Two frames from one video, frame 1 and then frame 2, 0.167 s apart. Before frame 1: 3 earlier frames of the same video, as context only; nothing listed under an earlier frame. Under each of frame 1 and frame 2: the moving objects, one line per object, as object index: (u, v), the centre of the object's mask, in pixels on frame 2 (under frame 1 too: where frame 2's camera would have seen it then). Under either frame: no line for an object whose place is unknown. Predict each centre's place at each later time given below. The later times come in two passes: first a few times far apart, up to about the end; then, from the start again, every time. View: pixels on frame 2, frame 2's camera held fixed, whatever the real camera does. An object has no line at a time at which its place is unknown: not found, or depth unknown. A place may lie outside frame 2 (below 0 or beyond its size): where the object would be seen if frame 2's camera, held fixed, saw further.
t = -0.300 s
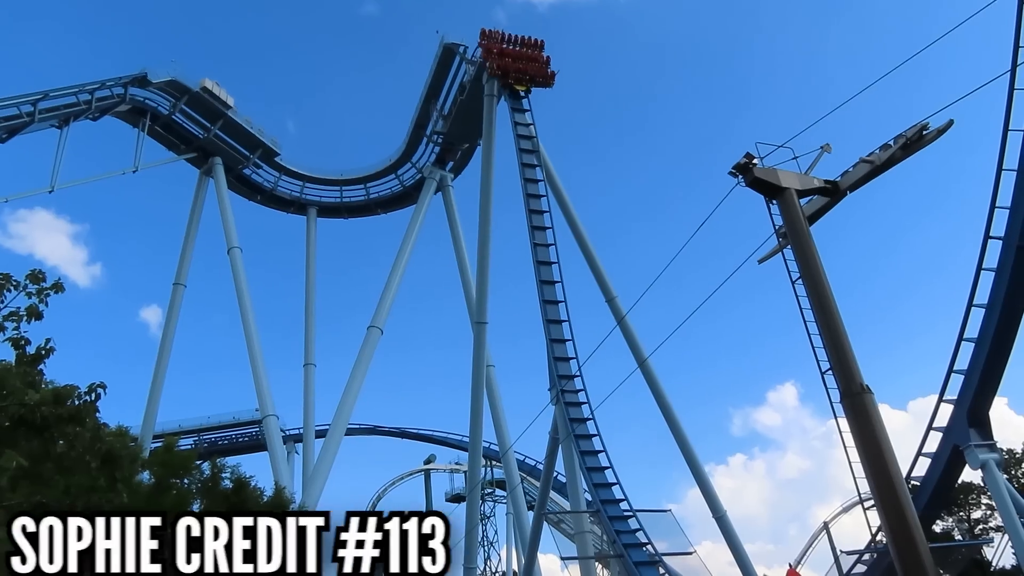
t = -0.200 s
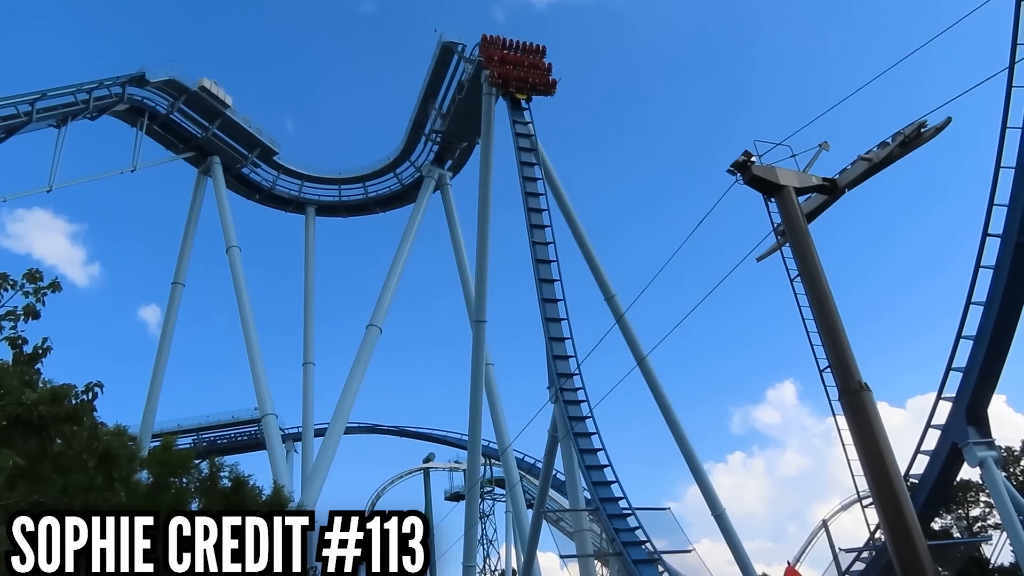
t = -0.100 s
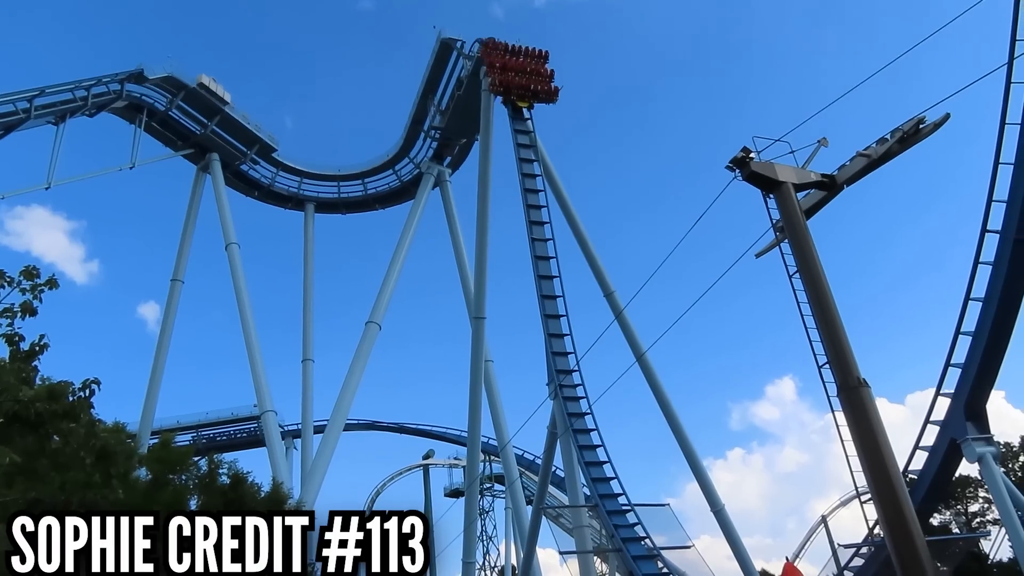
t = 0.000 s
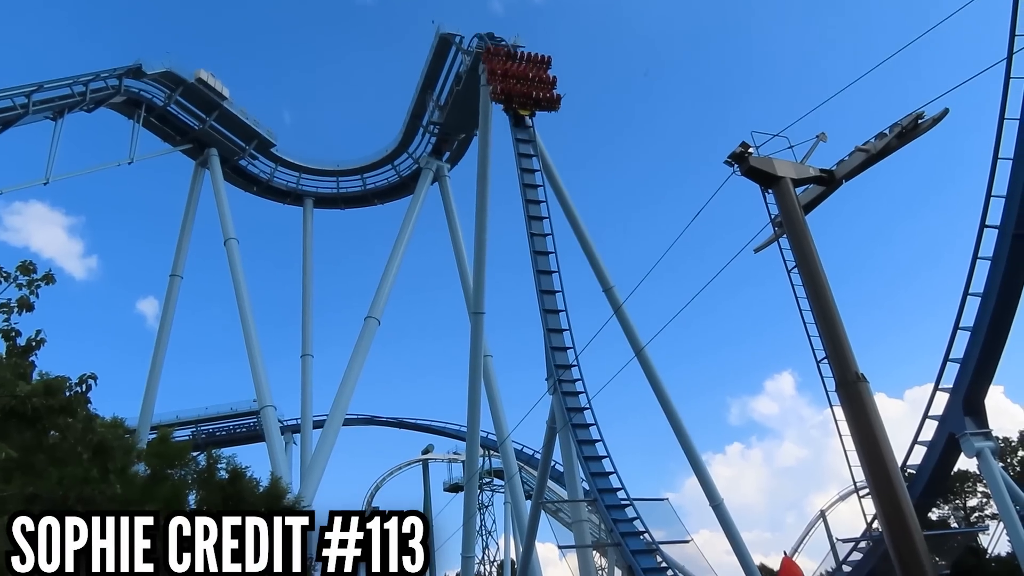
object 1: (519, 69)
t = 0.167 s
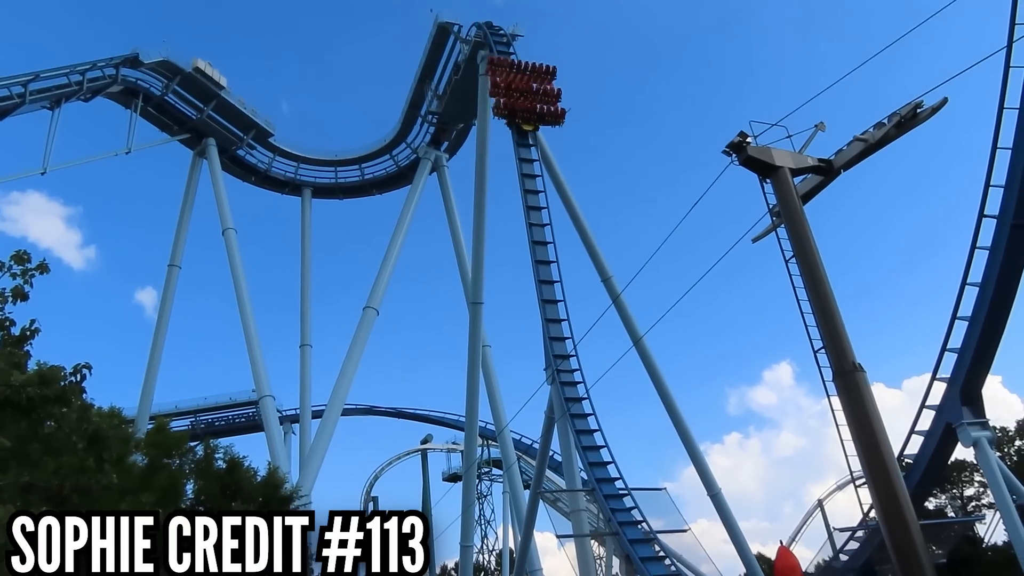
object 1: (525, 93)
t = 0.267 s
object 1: (528, 109)
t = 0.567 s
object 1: (539, 169)
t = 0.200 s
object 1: (526, 97)
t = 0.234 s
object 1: (527, 103)
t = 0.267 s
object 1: (528, 109)
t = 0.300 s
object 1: (529, 115)
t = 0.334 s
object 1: (530, 121)
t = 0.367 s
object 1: (531, 127)
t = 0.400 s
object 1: (533, 134)
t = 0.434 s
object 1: (534, 140)
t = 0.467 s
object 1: (535, 147)
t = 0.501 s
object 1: (536, 154)
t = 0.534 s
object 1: (538, 162)
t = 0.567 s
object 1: (539, 169)
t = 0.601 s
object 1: (541, 177)
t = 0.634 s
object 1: (543, 185)
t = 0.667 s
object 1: (545, 193)
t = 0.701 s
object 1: (547, 202)
